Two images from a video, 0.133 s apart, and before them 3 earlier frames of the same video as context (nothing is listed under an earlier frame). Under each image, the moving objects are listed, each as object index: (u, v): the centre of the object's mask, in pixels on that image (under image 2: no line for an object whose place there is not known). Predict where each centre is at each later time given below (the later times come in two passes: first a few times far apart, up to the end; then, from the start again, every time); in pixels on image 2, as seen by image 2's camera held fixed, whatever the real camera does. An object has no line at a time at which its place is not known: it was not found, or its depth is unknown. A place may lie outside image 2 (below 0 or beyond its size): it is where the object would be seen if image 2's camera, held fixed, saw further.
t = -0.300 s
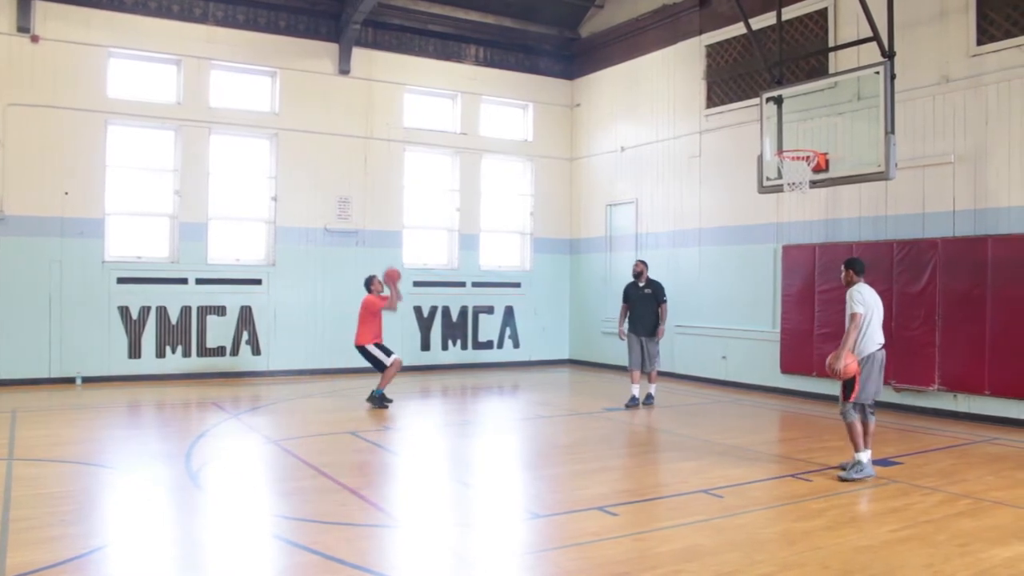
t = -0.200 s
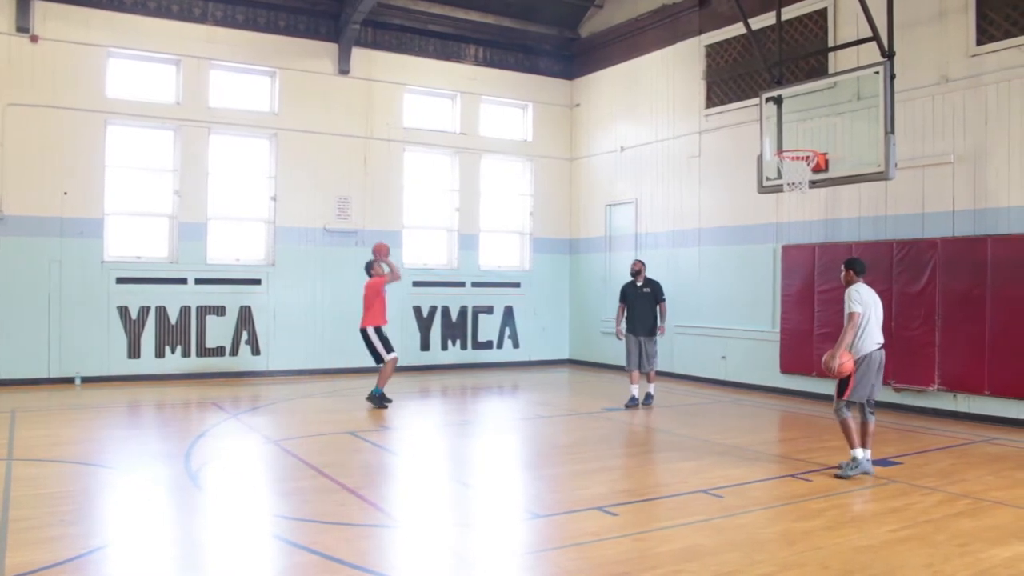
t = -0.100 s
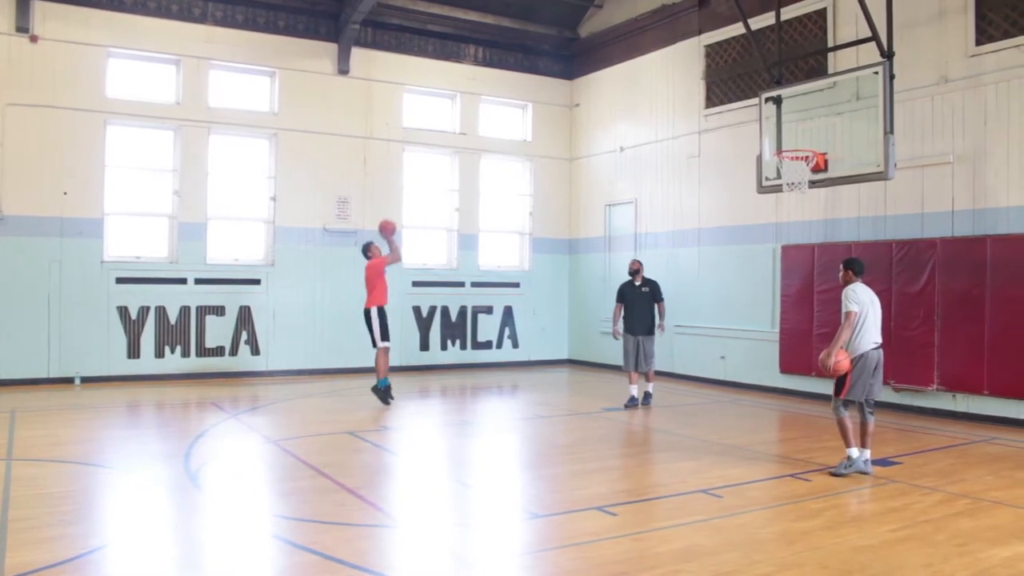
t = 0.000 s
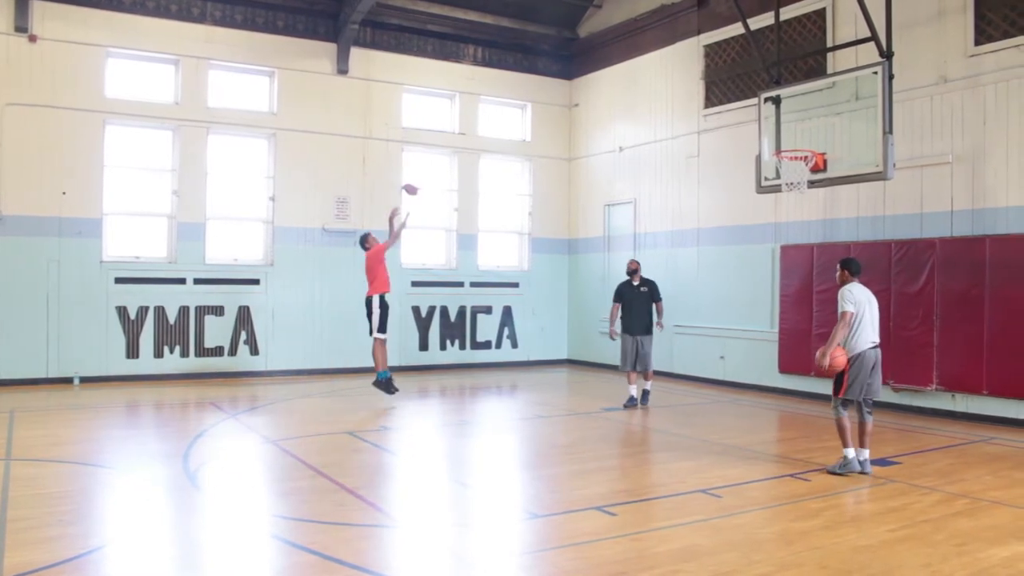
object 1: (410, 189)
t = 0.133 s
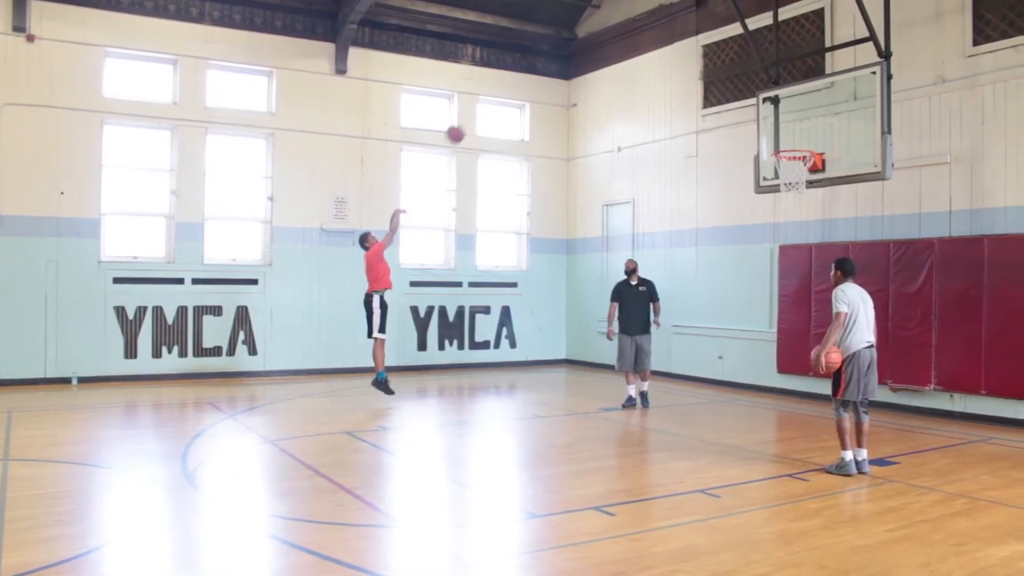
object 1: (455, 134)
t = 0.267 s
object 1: (501, 92)
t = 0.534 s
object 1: (595, 48)
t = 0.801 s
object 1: (692, 61)
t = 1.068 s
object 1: (793, 135)
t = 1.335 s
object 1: (804, 192)
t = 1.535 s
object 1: (829, 248)
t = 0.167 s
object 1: (466, 122)
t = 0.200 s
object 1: (477, 111)
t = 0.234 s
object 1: (490, 100)
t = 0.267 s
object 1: (501, 92)
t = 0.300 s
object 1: (513, 83)
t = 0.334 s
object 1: (525, 75)
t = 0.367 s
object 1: (537, 68)
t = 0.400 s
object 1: (548, 63)
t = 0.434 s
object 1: (560, 58)
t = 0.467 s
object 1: (571, 54)
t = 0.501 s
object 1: (583, 51)
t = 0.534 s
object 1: (595, 48)
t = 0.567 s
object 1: (607, 47)
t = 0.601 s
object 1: (619, 46)
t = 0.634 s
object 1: (630, 46)
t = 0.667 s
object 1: (642, 47)
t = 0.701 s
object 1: (655, 49)
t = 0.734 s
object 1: (668, 53)
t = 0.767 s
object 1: (680, 56)
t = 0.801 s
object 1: (692, 61)
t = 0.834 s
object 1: (706, 67)
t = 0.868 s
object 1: (717, 74)
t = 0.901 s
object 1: (729, 82)
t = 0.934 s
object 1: (742, 90)
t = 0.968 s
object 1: (754, 100)
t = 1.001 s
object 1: (768, 111)
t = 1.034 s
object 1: (780, 123)
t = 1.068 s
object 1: (793, 135)
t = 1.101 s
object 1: (805, 145)
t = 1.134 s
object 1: (793, 153)
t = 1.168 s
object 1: (781, 159)
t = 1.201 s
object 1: (784, 164)
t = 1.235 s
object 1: (790, 170)
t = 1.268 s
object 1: (796, 177)
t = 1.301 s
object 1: (801, 184)
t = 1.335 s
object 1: (804, 192)
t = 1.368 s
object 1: (808, 197)
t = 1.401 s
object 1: (812, 205)
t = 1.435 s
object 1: (816, 215)
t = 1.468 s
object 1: (820, 225)
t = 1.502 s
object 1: (824, 236)
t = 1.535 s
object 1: (829, 248)
